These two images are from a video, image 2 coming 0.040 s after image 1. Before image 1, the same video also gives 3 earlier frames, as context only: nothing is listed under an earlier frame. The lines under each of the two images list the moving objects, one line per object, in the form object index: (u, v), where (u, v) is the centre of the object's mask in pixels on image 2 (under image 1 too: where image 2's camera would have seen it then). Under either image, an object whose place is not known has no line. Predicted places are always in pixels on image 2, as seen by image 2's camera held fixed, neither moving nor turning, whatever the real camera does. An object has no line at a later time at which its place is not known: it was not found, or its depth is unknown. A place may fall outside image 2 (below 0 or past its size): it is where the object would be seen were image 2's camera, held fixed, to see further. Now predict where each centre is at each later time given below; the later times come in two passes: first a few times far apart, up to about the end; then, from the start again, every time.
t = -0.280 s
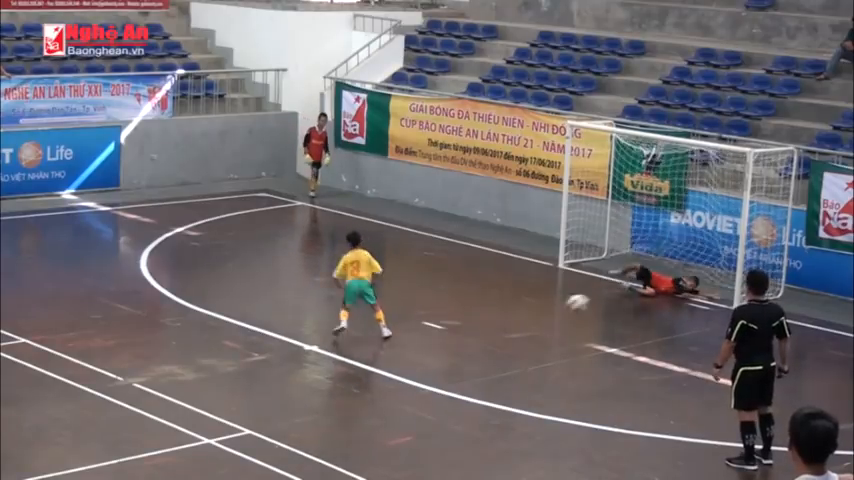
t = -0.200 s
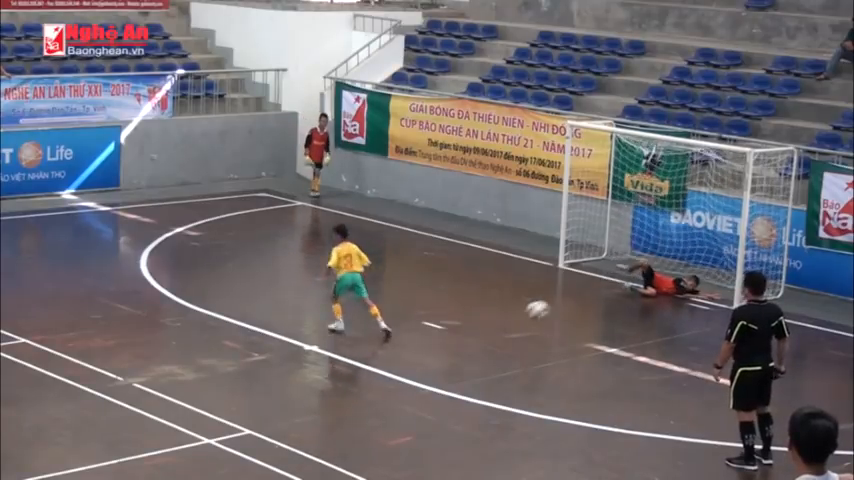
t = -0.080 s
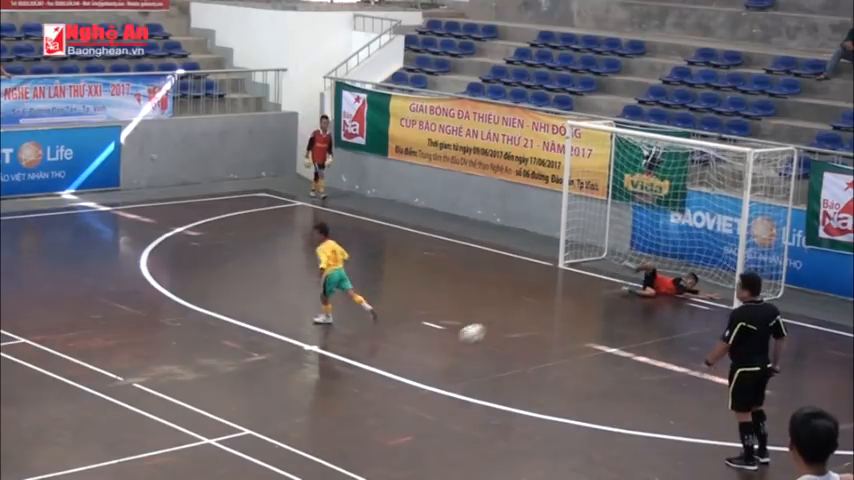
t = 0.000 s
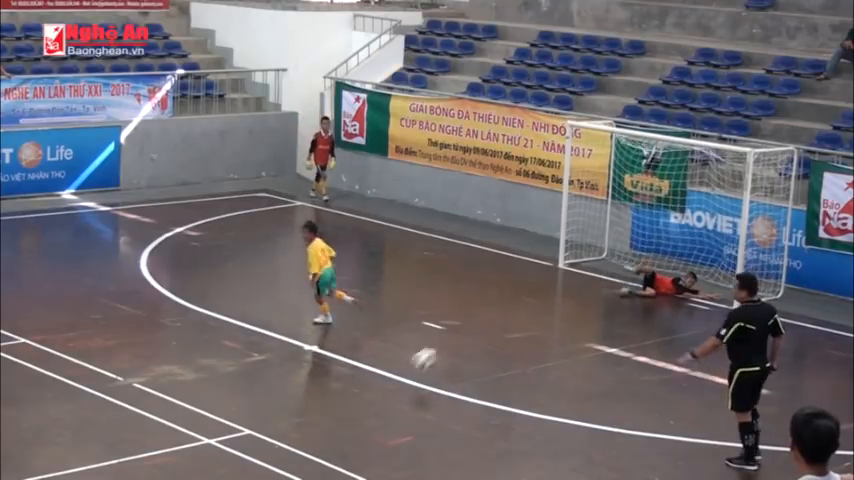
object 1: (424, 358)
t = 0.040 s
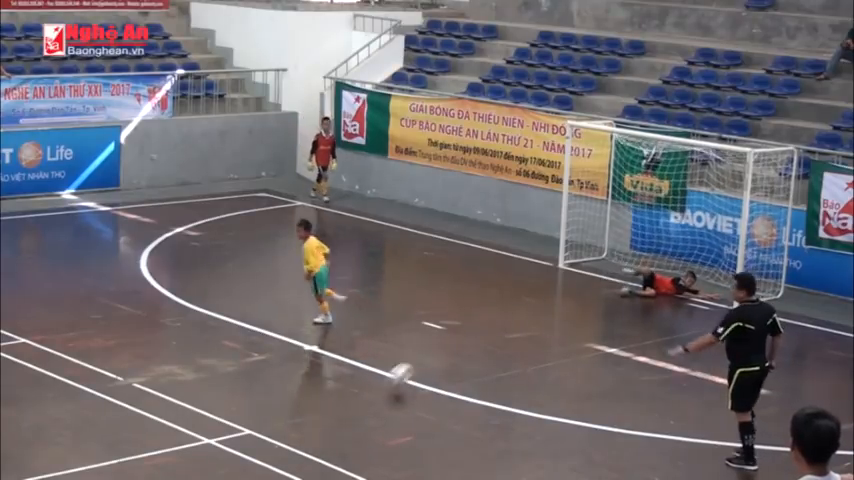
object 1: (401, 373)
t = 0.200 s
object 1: (316, 382)
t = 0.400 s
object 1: (205, 418)
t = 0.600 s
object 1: (76, 454)
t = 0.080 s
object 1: (376, 383)
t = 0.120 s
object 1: (357, 381)
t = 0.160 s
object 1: (338, 380)
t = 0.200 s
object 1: (316, 382)
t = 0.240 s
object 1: (295, 385)
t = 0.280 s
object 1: (274, 391)
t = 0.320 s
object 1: (252, 397)
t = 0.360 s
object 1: (229, 407)
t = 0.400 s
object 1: (205, 418)
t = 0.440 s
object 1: (181, 432)
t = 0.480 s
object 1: (157, 446)
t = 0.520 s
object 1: (130, 448)
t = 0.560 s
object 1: (103, 450)
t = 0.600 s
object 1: (76, 454)
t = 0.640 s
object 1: (47, 460)
